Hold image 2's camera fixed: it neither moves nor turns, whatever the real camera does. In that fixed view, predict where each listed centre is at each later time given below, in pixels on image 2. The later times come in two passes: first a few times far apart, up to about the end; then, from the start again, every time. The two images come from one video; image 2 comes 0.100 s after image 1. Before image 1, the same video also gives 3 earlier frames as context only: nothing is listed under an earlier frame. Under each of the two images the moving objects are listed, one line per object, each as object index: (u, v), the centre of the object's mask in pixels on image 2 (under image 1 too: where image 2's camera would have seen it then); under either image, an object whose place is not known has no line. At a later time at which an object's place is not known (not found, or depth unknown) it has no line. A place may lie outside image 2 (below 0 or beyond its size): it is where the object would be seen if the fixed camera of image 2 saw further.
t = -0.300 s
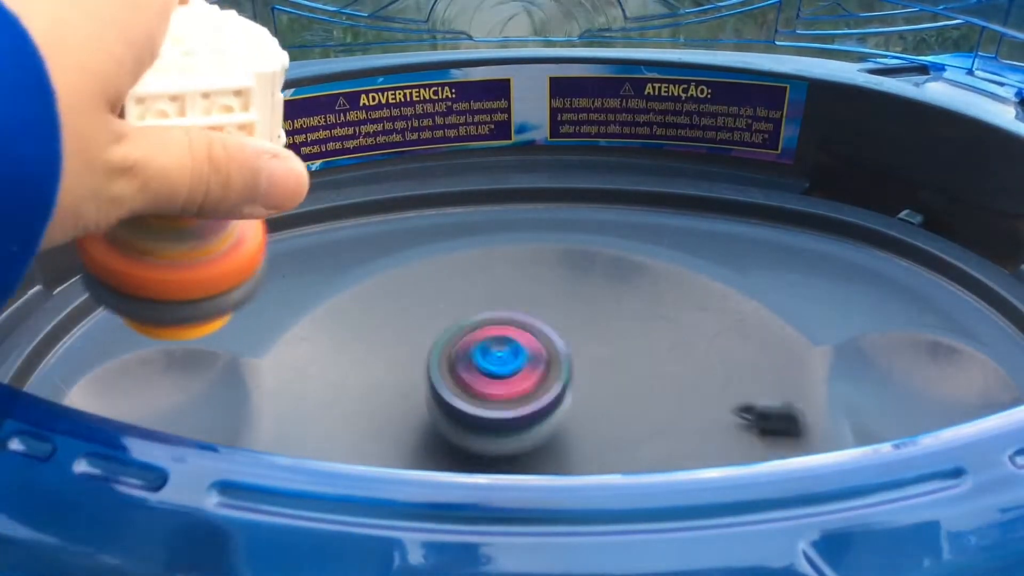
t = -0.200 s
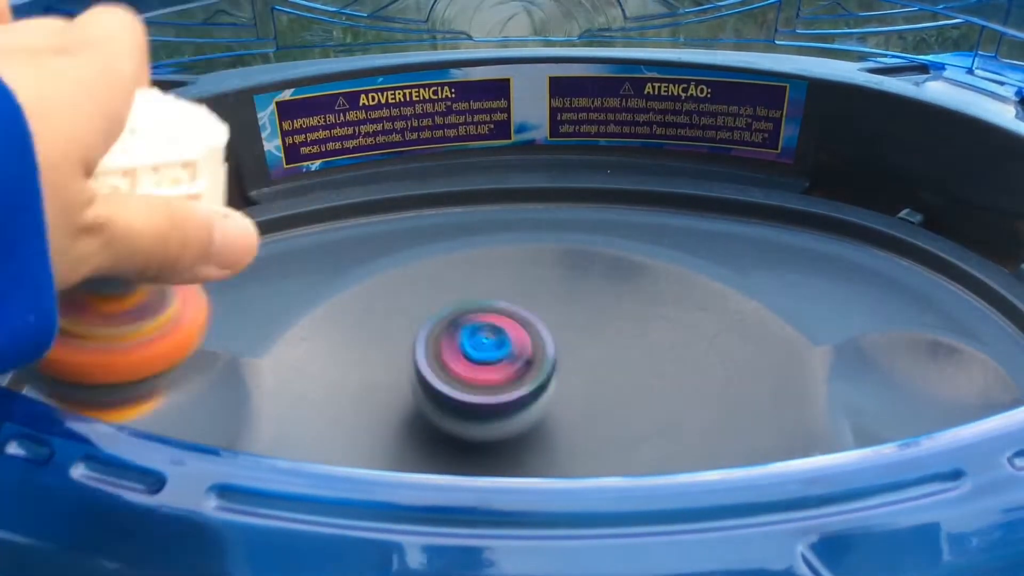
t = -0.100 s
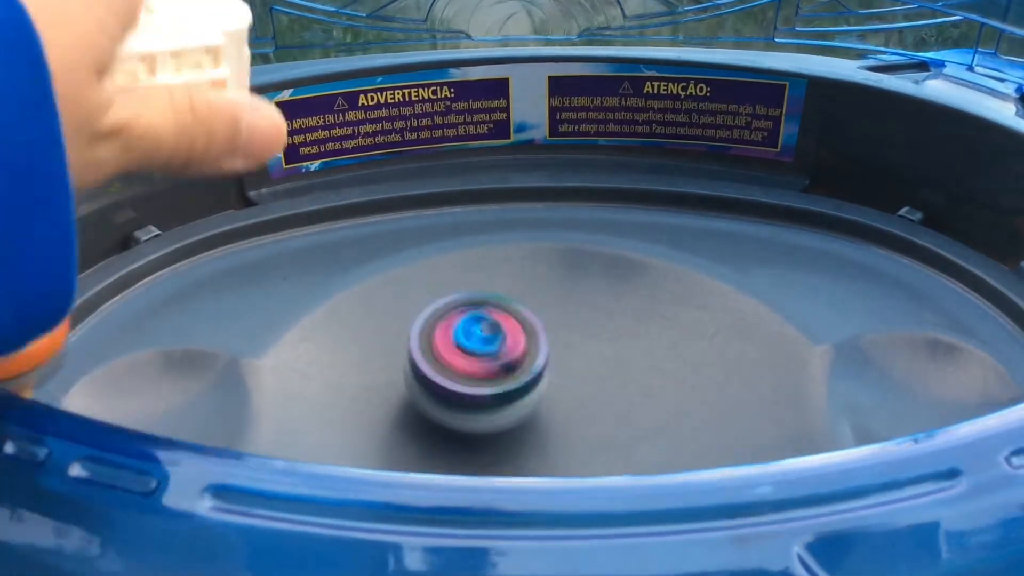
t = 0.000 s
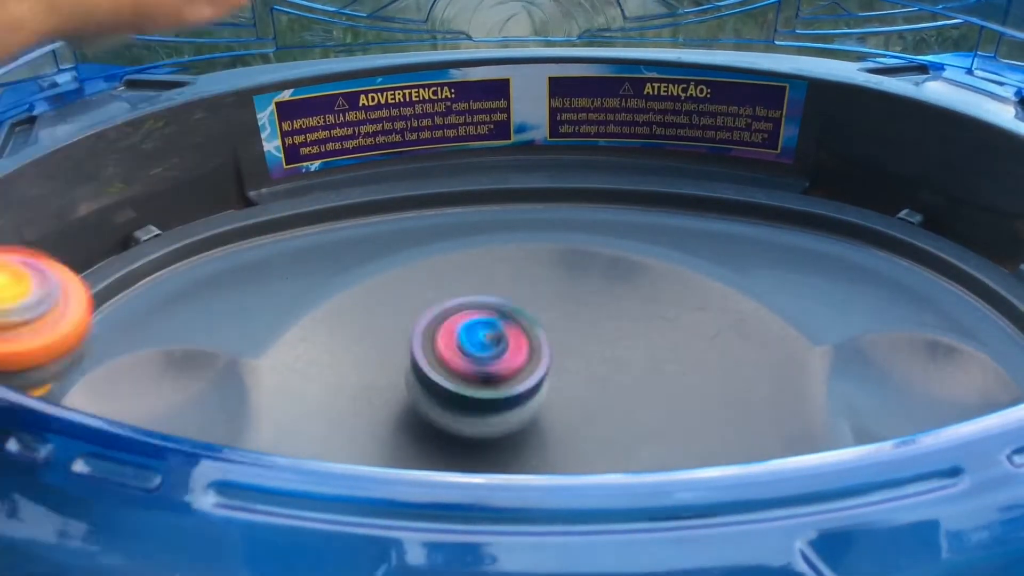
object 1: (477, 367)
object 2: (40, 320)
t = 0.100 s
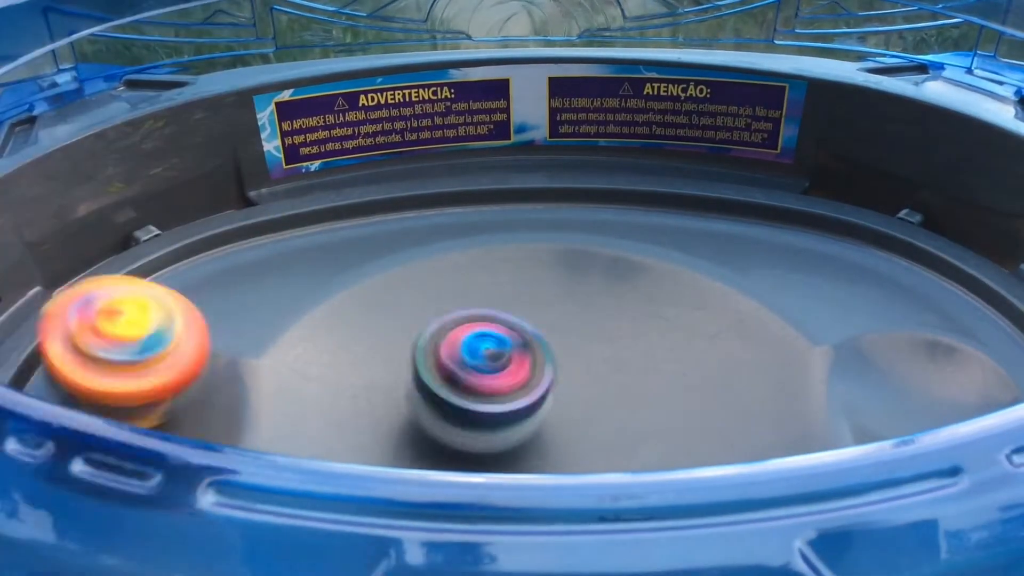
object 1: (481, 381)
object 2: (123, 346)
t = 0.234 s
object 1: (479, 404)
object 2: (282, 377)
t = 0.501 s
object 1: (758, 411)
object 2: (504, 452)
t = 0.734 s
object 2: (597, 313)
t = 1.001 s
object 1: (567, 444)
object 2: (381, 334)
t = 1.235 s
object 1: (588, 431)
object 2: (426, 430)
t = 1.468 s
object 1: (745, 413)
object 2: (373, 436)
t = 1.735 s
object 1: (656, 427)
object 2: (493, 334)
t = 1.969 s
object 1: (516, 405)
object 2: (428, 306)
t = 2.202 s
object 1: (495, 432)
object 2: (428, 342)
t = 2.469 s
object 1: (409, 441)
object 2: (587, 364)
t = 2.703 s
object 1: (435, 427)
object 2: (612, 368)
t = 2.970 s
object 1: (423, 410)
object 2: (650, 398)
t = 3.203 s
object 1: (400, 365)
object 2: (654, 435)
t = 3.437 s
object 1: (430, 315)
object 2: (660, 429)
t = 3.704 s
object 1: (508, 305)
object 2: (471, 452)
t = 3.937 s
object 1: (597, 368)
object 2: (454, 459)
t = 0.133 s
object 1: (480, 388)
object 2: (175, 358)
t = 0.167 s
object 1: (480, 394)
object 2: (212, 361)
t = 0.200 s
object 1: (480, 400)
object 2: (246, 363)
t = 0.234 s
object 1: (479, 404)
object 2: (282, 377)
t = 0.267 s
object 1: (480, 409)
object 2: (323, 392)
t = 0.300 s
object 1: (555, 410)
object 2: (307, 404)
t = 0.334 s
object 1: (615, 406)
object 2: (303, 414)
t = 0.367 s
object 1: (666, 402)
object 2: (323, 427)
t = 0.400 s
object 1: (703, 400)
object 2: (354, 438)
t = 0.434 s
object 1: (726, 403)
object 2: (398, 448)
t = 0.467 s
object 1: (742, 407)
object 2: (452, 452)
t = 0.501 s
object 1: (758, 411)
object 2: (504, 452)
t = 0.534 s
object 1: (769, 414)
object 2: (551, 444)
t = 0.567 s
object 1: (778, 418)
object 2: (582, 433)
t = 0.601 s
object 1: (782, 422)
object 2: (608, 418)
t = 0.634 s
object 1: (786, 427)
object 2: (616, 399)
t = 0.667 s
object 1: (778, 432)
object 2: (616, 370)
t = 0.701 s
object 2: (610, 341)
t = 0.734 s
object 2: (597, 313)
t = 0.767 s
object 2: (575, 290)
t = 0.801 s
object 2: (548, 271)
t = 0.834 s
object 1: (688, 452)
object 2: (518, 258)
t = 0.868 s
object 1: (666, 452)
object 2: (482, 253)
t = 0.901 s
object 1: (638, 452)
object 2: (448, 259)
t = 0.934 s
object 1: (614, 451)
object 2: (417, 275)
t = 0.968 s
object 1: (591, 447)
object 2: (393, 301)
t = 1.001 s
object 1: (567, 444)
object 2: (381, 334)
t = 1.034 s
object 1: (543, 440)
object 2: (383, 373)
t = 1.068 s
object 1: (543, 437)
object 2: (384, 397)
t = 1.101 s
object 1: (566, 438)
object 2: (371, 400)
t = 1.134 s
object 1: (588, 439)
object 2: (370, 405)
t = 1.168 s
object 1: (594, 436)
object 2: (380, 413)
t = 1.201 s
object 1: (593, 434)
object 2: (402, 423)
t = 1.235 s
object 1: (588, 431)
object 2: (426, 430)
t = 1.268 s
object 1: (641, 424)
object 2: (389, 429)
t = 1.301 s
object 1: (676, 413)
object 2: (362, 426)
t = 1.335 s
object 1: (701, 413)
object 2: (347, 425)
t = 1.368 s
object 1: (715, 411)
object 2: (340, 427)
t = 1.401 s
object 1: (727, 412)
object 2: (342, 430)
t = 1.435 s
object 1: (738, 412)
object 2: (355, 433)
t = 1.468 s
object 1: (745, 413)
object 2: (373, 436)
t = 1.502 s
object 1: (747, 415)
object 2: (393, 436)
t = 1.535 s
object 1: (746, 418)
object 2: (418, 433)
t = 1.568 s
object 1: (738, 420)
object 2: (445, 426)
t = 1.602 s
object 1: (726, 423)
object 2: (467, 416)
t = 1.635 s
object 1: (712, 425)
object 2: (482, 404)
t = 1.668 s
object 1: (694, 428)
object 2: (491, 382)
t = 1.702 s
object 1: (676, 428)
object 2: (494, 358)
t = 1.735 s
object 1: (656, 427)
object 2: (493, 334)
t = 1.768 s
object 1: (635, 426)
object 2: (488, 313)
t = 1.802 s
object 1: (614, 425)
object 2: (478, 295)
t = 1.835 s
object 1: (594, 422)
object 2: (465, 283)
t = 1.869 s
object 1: (571, 418)
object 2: (451, 278)
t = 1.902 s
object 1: (551, 414)
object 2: (439, 281)
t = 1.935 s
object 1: (533, 410)
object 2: (432, 292)
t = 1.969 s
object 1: (516, 405)
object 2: (428, 306)
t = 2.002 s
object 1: (525, 411)
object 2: (419, 305)
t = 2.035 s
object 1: (536, 417)
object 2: (409, 304)
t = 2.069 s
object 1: (539, 420)
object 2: (403, 308)
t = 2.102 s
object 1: (533, 421)
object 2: (402, 316)
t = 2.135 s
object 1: (513, 424)
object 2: (406, 327)
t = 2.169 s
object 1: (499, 427)
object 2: (416, 338)
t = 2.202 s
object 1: (495, 432)
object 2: (428, 342)
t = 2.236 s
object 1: (484, 435)
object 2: (441, 343)
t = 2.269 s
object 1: (470, 438)
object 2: (461, 345)
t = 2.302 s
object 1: (459, 440)
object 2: (483, 353)
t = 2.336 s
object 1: (447, 441)
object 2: (506, 360)
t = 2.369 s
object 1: (435, 441)
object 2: (527, 367)
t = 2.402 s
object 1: (425, 442)
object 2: (548, 368)
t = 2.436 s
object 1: (416, 442)
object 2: (568, 367)
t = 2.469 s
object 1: (409, 441)
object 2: (587, 364)
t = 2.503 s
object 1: (405, 439)
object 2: (601, 360)
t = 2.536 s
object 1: (403, 437)
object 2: (610, 357)
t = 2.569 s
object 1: (405, 435)
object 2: (613, 356)
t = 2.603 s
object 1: (409, 433)
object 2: (614, 355)
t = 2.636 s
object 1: (415, 431)
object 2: (614, 356)
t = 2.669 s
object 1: (423, 429)
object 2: (614, 360)
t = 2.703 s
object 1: (435, 427)
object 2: (612, 368)
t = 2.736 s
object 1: (448, 426)
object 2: (608, 379)
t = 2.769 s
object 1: (463, 424)
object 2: (604, 390)
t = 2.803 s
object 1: (443, 422)
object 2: (623, 390)
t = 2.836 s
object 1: (430, 420)
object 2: (643, 390)
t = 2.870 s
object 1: (428, 417)
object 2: (654, 390)
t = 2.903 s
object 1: (425, 415)
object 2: (657, 393)
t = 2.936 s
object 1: (423, 413)
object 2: (654, 394)
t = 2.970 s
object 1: (423, 410)
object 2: (650, 398)
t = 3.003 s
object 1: (426, 408)
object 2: (643, 404)
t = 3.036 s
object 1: (431, 406)
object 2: (636, 409)
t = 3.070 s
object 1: (438, 404)
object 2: (625, 413)
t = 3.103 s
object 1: (446, 402)
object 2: (609, 418)
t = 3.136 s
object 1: (444, 396)
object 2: (606, 425)
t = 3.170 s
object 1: (415, 378)
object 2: (632, 431)
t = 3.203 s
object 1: (400, 365)
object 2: (654, 435)
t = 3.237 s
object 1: (398, 355)
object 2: (675, 437)
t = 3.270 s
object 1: (399, 343)
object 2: (691, 436)
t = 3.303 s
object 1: (402, 333)
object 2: (696, 437)
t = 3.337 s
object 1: (406, 326)
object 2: (696, 434)
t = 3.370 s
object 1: (412, 320)
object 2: (686, 432)
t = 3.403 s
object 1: (420, 316)
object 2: (677, 431)
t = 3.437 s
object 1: (430, 315)
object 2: (660, 429)
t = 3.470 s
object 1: (441, 316)
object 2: (636, 430)
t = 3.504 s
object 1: (452, 319)
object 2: (606, 427)
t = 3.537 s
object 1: (465, 324)
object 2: (573, 426)
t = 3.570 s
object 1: (476, 328)
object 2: (545, 425)
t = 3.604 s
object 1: (487, 326)
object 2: (519, 428)
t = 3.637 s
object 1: (494, 314)
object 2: (500, 440)
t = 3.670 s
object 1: (502, 305)
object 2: (481, 447)
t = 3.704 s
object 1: (508, 305)
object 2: (471, 452)
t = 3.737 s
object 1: (518, 310)
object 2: (455, 457)
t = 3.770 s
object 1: (534, 319)
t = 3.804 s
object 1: (549, 326)
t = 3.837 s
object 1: (562, 336)
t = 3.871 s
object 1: (575, 346)
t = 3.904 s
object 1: (587, 356)
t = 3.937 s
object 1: (597, 368)
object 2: (454, 459)
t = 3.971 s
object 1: (607, 379)
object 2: (452, 455)
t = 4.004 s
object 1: (615, 391)
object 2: (464, 450)
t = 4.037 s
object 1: (622, 403)
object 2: (470, 442)
